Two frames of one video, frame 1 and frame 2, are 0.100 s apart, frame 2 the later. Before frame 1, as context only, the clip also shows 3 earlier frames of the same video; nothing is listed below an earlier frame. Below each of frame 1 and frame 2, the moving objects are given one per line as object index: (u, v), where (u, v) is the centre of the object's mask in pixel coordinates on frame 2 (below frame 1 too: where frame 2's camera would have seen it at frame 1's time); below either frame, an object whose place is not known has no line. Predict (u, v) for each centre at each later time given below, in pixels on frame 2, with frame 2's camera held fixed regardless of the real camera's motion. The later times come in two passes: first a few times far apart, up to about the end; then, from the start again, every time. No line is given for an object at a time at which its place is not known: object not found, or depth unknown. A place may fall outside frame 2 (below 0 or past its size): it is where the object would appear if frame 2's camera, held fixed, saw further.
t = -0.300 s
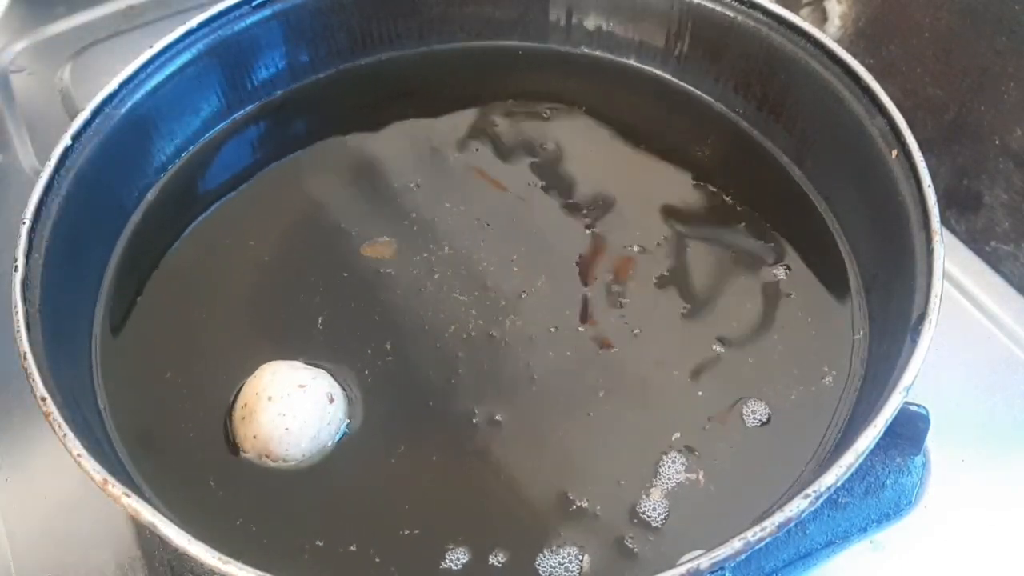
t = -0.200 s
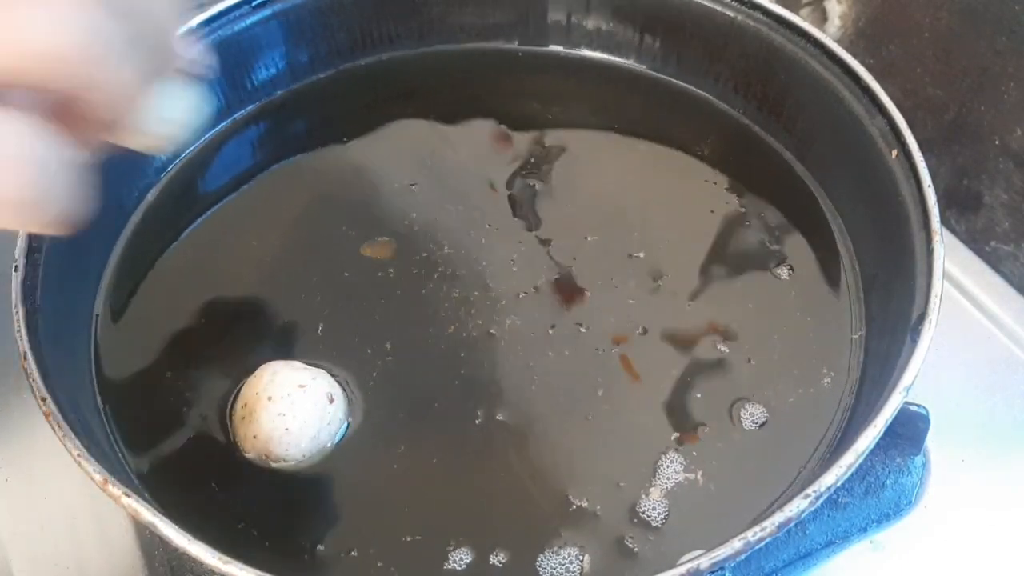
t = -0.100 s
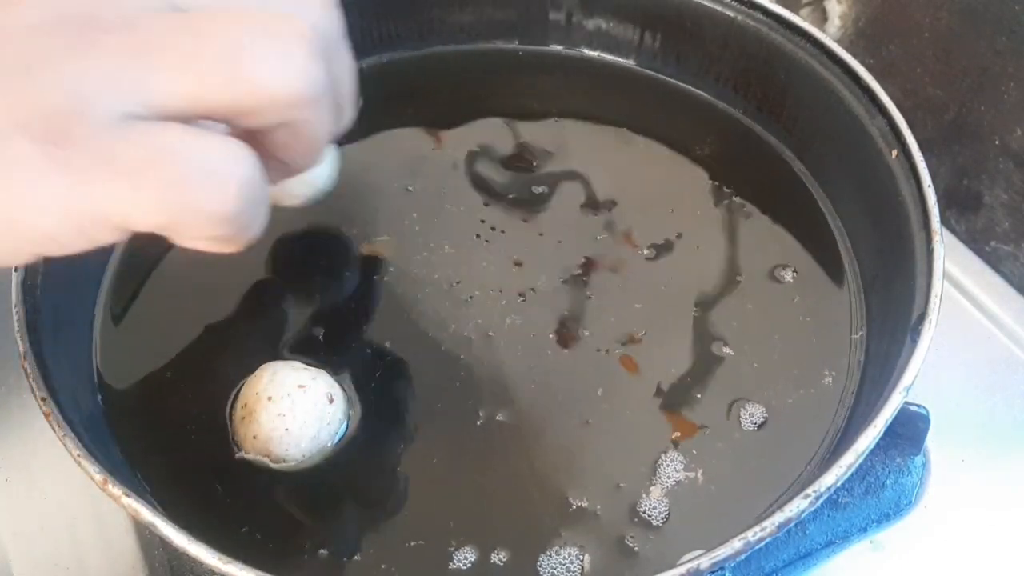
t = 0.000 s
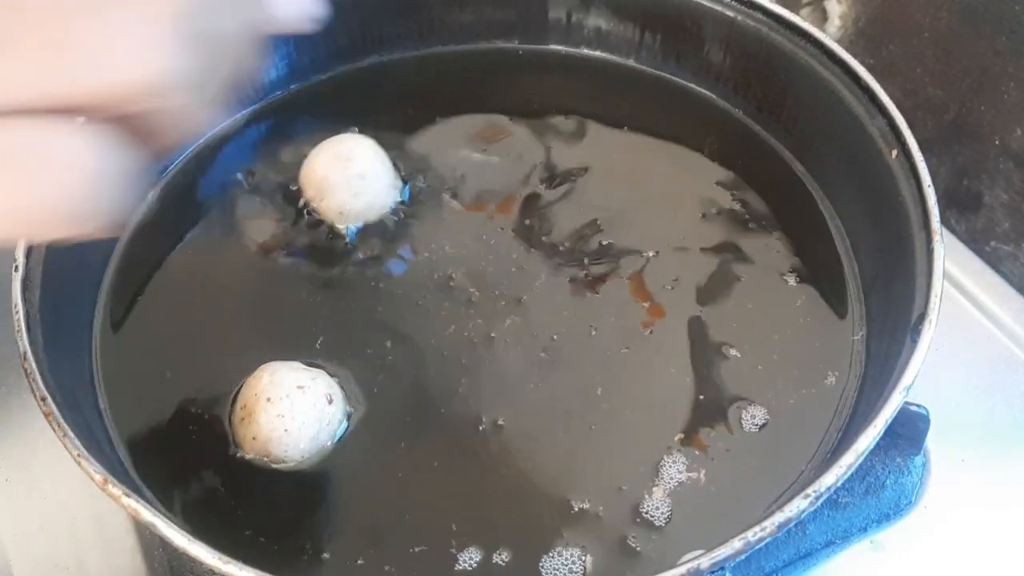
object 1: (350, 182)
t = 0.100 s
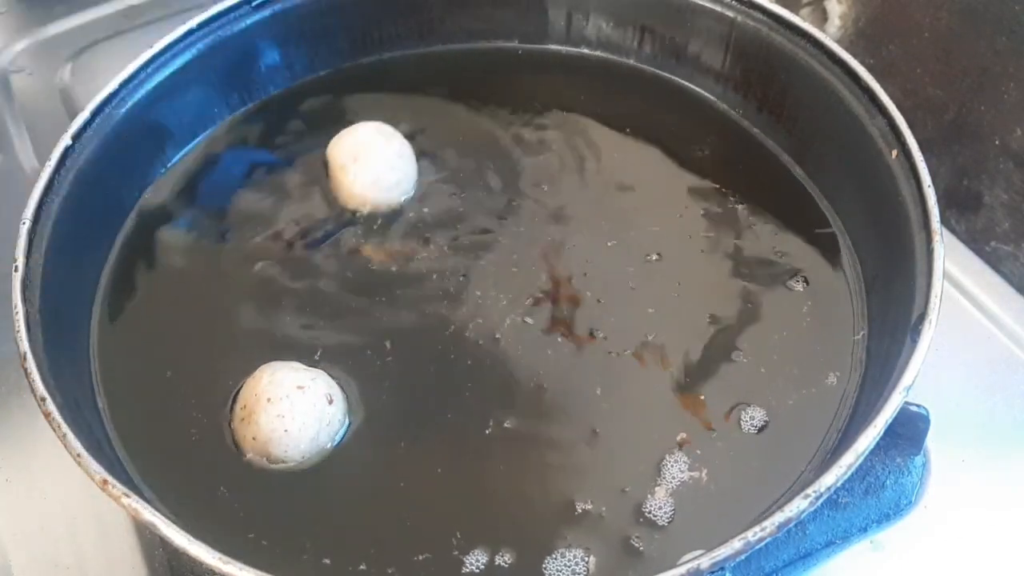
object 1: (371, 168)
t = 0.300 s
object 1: (376, 138)
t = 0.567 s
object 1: (388, 144)
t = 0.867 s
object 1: (388, 144)
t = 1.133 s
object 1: (388, 143)
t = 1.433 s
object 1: (388, 143)
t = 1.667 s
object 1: (388, 143)
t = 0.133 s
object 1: (375, 162)
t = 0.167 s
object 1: (376, 155)
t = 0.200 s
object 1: (375, 149)
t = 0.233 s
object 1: (375, 144)
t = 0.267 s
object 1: (376, 140)
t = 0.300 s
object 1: (376, 138)
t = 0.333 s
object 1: (377, 138)
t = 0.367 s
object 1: (379, 138)
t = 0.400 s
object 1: (380, 139)
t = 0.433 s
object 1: (383, 140)
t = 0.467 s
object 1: (385, 141)
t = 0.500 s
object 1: (387, 143)
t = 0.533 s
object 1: (388, 144)
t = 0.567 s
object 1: (388, 144)
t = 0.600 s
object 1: (388, 144)
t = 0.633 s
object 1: (388, 144)
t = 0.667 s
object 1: (388, 144)
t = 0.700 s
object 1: (387, 143)
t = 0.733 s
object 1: (388, 144)
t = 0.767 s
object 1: (387, 144)
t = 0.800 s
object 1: (388, 143)
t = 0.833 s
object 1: (388, 143)
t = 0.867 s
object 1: (388, 144)
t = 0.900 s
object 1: (388, 144)
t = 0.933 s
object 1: (388, 143)
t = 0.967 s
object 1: (388, 143)
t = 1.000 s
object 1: (388, 143)
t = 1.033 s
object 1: (388, 143)
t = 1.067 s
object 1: (388, 143)
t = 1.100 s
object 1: (387, 143)
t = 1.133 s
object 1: (388, 143)
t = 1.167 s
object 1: (388, 143)
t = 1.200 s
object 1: (388, 144)
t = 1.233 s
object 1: (388, 144)
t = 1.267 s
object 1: (388, 144)
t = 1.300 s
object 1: (388, 144)
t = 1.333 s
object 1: (388, 143)
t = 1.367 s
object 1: (388, 143)
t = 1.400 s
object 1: (388, 143)
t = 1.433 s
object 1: (388, 143)
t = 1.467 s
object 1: (388, 143)
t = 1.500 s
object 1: (387, 143)
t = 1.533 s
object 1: (388, 143)
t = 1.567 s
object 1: (388, 143)
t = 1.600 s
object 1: (388, 144)
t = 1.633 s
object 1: (388, 143)
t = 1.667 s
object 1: (388, 143)
